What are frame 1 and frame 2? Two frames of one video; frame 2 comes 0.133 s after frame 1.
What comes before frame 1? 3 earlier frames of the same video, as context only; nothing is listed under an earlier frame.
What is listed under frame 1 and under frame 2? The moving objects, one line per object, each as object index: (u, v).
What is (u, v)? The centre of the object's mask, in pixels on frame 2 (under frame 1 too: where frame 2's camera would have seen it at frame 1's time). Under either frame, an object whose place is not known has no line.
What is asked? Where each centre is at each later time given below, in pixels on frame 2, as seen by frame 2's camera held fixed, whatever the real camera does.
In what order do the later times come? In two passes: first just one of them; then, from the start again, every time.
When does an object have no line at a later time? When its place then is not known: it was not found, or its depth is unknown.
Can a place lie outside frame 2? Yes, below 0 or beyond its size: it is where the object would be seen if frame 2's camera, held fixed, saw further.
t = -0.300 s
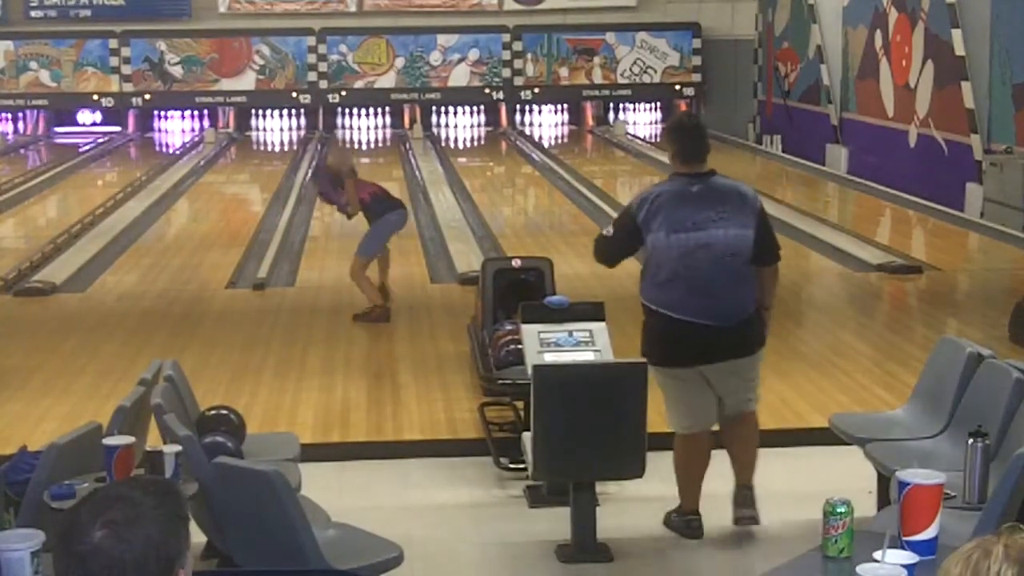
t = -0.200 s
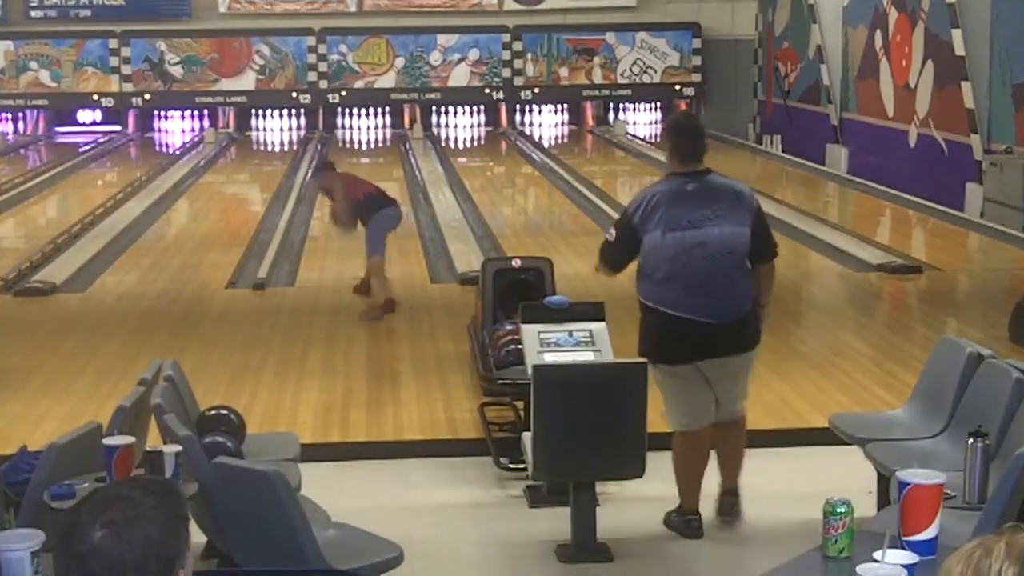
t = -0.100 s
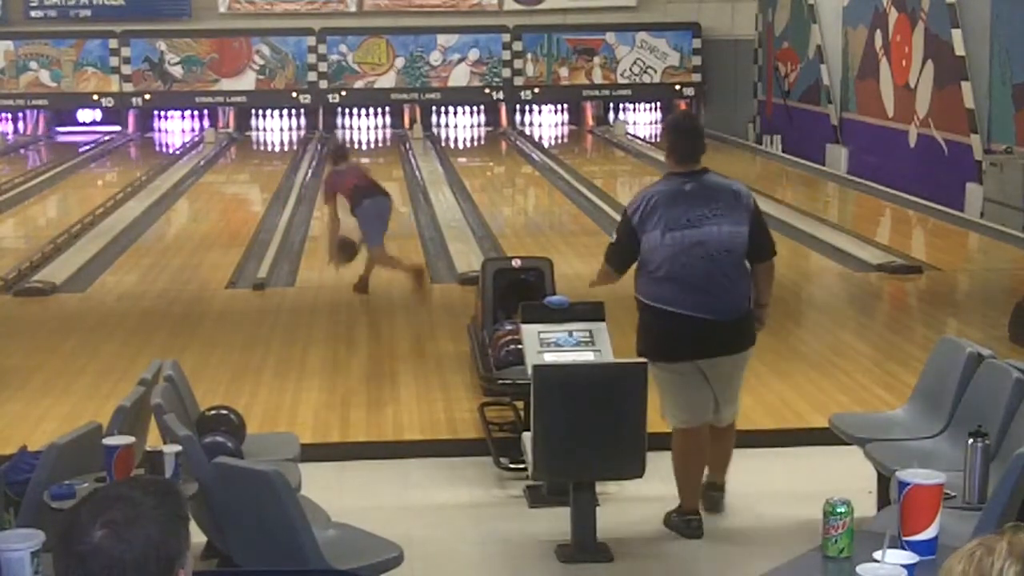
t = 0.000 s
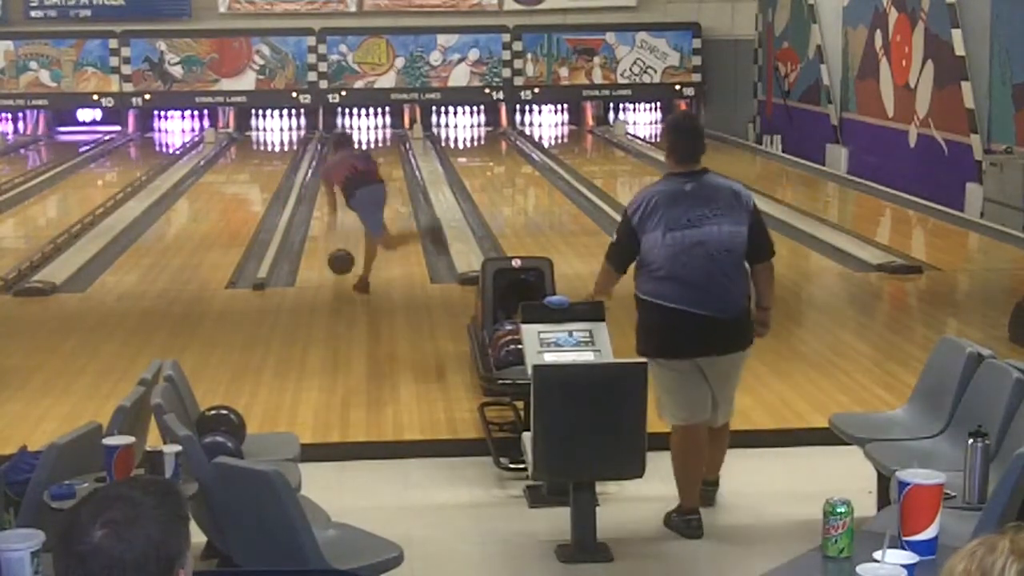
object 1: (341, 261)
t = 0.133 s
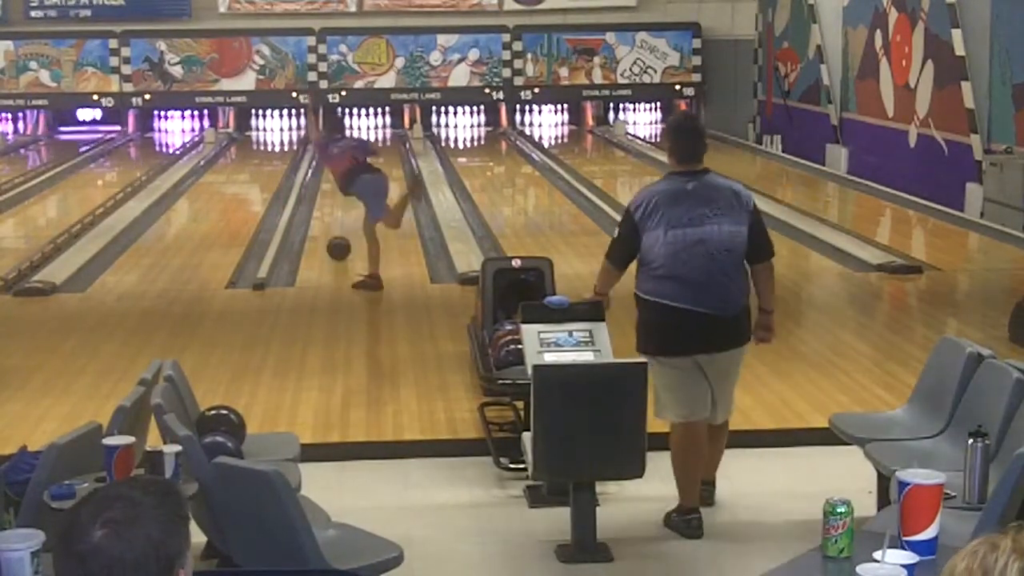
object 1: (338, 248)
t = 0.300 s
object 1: (336, 230)
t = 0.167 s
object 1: (338, 244)
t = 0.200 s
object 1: (338, 240)
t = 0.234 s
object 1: (337, 236)
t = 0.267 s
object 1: (337, 233)
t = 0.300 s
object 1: (336, 230)
